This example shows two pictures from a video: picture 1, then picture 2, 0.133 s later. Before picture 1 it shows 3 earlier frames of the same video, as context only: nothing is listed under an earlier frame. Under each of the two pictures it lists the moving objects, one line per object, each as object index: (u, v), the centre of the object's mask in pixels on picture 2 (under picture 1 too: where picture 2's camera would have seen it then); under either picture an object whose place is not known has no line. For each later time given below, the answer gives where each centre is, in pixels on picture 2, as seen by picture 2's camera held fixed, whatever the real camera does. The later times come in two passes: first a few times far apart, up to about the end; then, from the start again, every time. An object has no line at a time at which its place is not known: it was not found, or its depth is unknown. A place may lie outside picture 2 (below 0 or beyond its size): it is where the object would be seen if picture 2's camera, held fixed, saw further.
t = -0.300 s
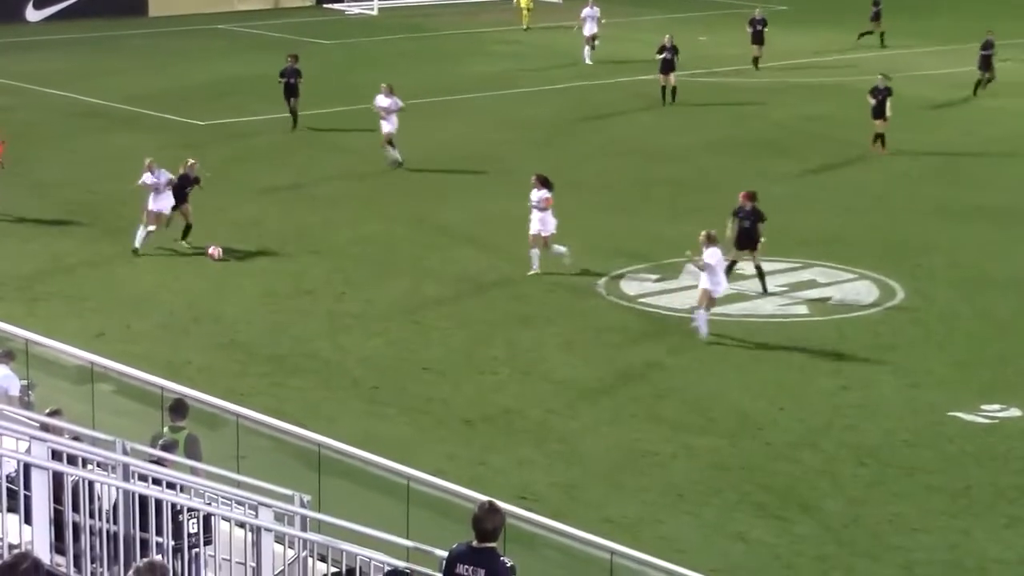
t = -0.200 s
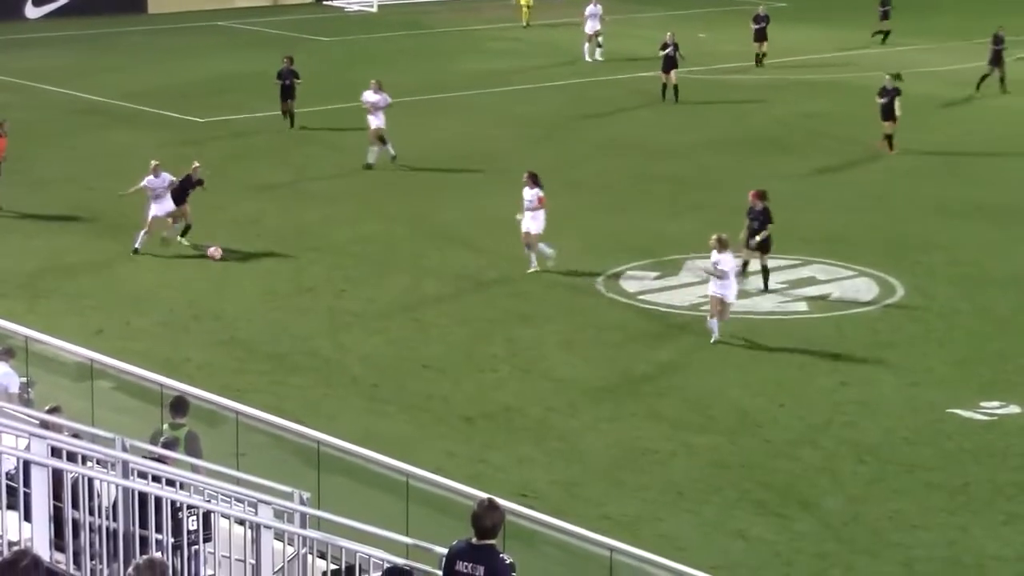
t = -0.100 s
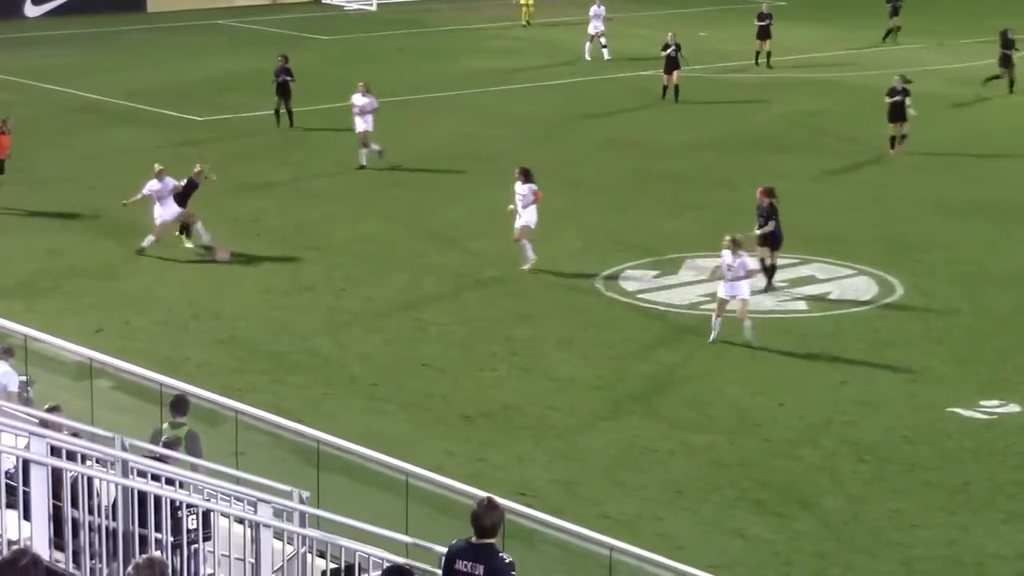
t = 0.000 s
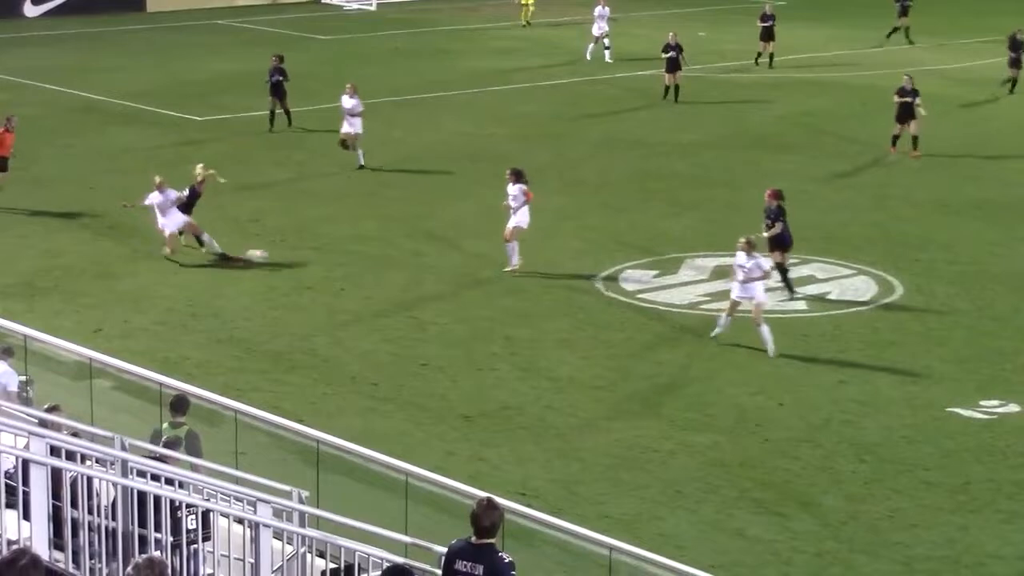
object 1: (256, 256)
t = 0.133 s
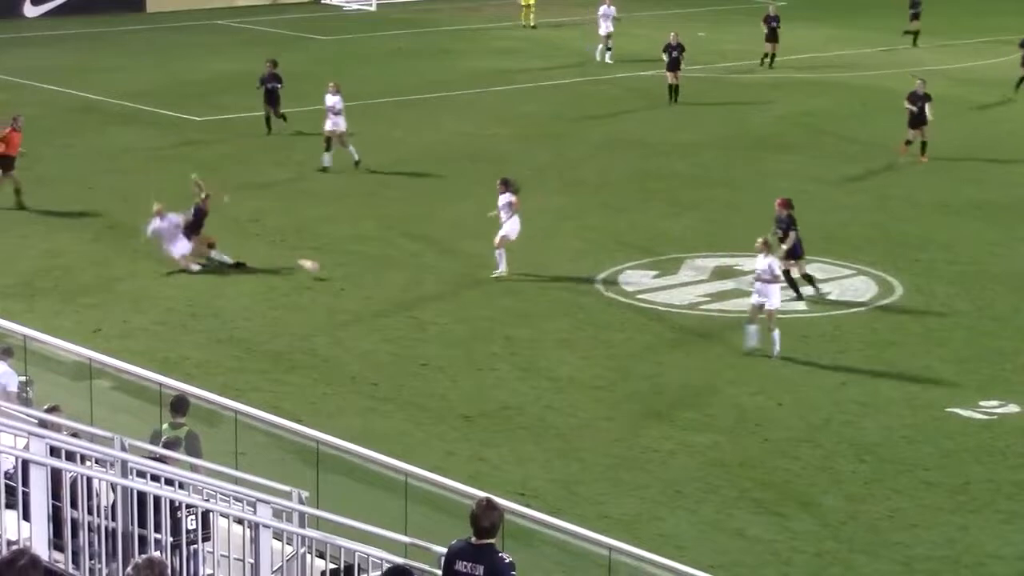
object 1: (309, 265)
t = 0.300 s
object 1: (368, 280)
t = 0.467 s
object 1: (422, 293)
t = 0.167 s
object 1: (322, 270)
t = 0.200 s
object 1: (334, 275)
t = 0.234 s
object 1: (346, 277)
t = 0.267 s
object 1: (357, 278)
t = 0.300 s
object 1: (368, 280)
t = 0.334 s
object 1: (380, 283)
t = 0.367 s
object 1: (391, 285)
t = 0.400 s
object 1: (402, 289)
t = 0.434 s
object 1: (412, 292)
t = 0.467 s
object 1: (422, 293)
